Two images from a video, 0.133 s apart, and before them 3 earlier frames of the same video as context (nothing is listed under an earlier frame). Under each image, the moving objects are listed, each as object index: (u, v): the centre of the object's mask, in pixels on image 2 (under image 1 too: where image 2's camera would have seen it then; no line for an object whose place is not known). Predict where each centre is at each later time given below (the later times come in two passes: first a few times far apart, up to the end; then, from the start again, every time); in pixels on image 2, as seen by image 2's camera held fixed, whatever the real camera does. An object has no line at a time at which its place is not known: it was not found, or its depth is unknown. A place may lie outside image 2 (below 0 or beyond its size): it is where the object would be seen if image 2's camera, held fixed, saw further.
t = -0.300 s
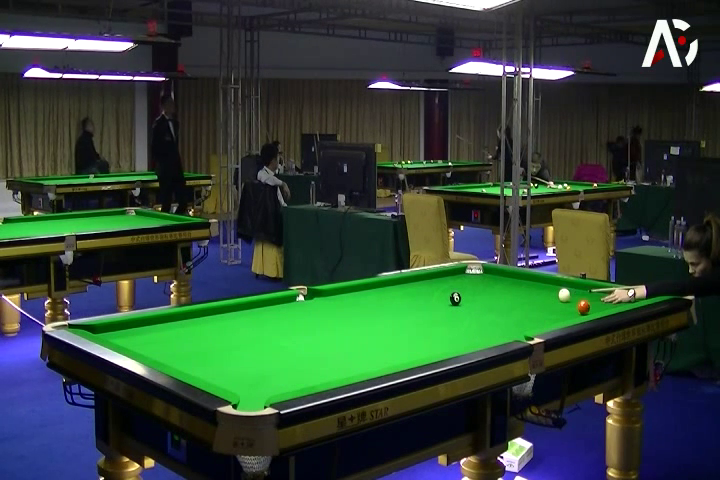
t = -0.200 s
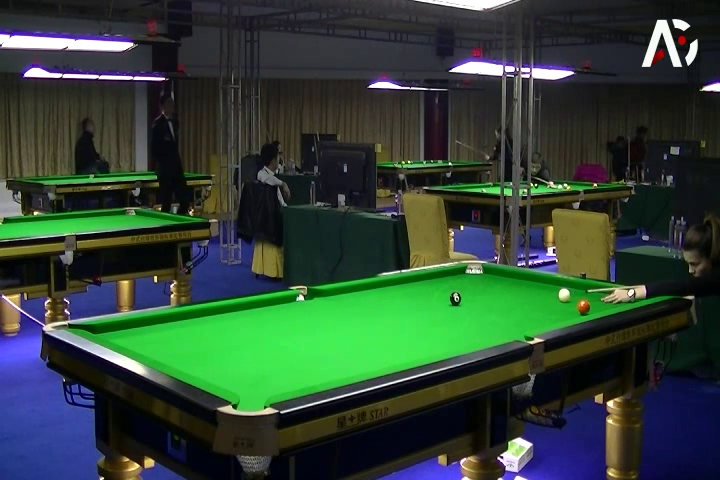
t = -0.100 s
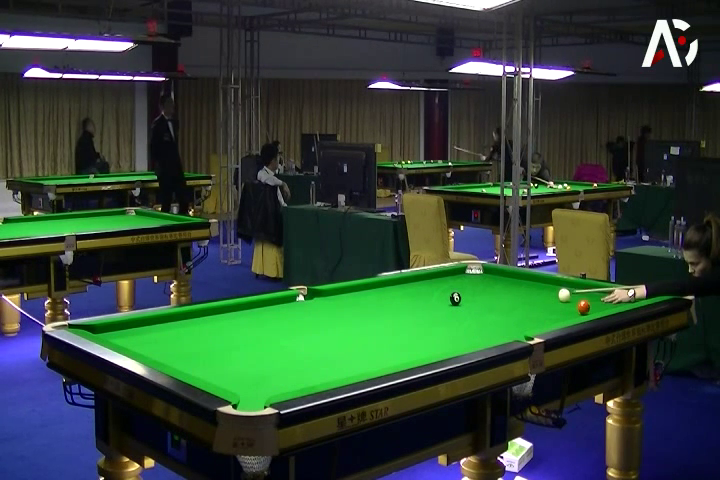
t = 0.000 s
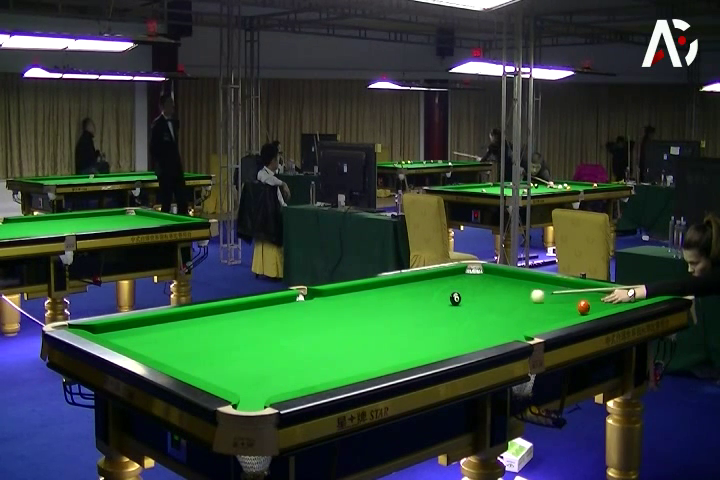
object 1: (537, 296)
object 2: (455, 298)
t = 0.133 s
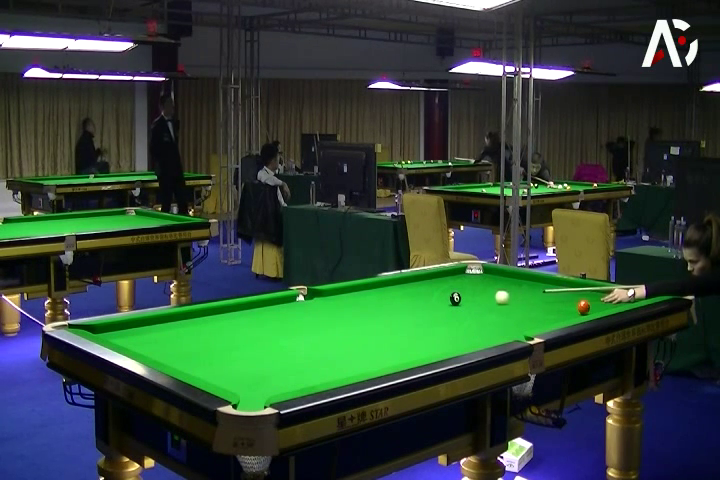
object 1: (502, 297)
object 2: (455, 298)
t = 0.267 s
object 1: (466, 299)
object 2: (454, 299)
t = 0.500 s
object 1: (453, 303)
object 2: (405, 297)
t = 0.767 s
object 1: (433, 308)
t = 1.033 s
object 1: (413, 313)
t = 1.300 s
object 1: (393, 317)
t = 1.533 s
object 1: (375, 321)
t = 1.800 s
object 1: (354, 326)
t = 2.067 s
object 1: (333, 331)
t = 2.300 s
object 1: (315, 335)
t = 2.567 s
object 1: (295, 339)
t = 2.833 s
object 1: (275, 344)
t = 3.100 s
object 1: (255, 348)
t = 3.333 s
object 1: (238, 352)
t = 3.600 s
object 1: (219, 356)
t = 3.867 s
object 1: (201, 359)
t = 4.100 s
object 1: (186, 362)
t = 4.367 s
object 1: (170, 362)
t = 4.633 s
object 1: (180, 362)
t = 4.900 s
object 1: (190, 362)
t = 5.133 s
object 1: (197, 361)
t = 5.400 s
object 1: (204, 359)
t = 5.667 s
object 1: (209, 358)
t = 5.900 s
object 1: (213, 357)
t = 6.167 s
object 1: (216, 357)
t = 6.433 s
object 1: (218, 356)
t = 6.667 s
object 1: (218, 356)
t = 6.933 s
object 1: (218, 356)
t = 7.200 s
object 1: (218, 356)
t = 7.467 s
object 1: (218, 356)
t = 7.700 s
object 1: (218, 356)
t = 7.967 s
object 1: (218, 356)
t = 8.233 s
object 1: (218, 356)
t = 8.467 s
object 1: (218, 357)
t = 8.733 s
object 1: (218, 356)
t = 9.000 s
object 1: (218, 356)
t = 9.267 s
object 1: (218, 357)
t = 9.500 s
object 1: (218, 357)
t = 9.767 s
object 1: (218, 357)
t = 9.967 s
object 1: (218, 357)
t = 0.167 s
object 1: (493, 297)
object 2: (455, 298)
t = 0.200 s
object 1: (484, 298)
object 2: (455, 298)
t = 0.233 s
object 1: (475, 298)
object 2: (455, 298)
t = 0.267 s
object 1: (466, 299)
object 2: (454, 299)
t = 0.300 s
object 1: (466, 299)
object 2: (446, 298)
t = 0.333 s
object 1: (464, 300)
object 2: (438, 298)
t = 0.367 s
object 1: (463, 301)
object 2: (431, 298)
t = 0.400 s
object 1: (460, 301)
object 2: (424, 297)
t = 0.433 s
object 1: (458, 302)
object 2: (417, 297)
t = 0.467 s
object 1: (455, 302)
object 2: (411, 297)
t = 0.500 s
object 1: (453, 303)
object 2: (405, 297)
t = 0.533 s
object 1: (451, 304)
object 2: (400, 297)
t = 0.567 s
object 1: (448, 304)
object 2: (395, 296)
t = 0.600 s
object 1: (446, 305)
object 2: (389, 296)
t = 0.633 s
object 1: (443, 305)
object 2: (384, 296)
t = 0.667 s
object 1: (441, 306)
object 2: (378, 296)
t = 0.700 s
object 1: (438, 307)
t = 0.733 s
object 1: (436, 307)
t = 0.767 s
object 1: (433, 308)
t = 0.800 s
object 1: (431, 308)
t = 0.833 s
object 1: (428, 309)
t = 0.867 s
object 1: (426, 309)
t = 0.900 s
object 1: (423, 310)
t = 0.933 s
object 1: (421, 311)
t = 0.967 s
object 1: (418, 311)
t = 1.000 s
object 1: (416, 312)
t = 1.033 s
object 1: (413, 313)
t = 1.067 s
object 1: (411, 313)
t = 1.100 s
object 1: (408, 314)
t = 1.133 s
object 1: (405, 314)
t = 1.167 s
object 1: (403, 315)
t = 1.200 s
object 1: (400, 315)
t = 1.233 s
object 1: (398, 316)
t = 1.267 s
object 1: (395, 316)
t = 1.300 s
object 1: (393, 317)
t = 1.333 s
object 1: (390, 318)
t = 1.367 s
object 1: (388, 318)
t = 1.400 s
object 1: (385, 319)
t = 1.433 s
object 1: (383, 320)
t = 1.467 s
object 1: (380, 320)
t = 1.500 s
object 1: (377, 321)
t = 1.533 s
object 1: (375, 321)
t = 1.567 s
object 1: (372, 322)
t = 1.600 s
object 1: (370, 322)
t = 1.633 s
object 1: (367, 323)
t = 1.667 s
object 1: (365, 324)
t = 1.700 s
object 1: (362, 325)
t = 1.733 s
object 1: (359, 325)
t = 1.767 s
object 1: (357, 326)
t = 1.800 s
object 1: (354, 326)
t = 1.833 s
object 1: (352, 327)
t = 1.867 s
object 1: (349, 327)
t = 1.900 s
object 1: (346, 328)
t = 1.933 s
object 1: (344, 329)
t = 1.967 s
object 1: (341, 329)
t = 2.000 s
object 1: (338, 330)
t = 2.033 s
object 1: (336, 330)
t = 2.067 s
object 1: (333, 331)
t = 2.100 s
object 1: (331, 332)
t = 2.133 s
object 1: (328, 332)
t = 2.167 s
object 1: (326, 333)
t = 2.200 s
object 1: (323, 333)
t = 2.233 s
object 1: (320, 334)
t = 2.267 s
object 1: (318, 334)
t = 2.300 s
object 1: (315, 335)
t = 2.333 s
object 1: (313, 336)
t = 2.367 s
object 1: (310, 336)
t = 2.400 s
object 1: (307, 337)
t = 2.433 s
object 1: (305, 337)
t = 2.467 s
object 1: (302, 338)
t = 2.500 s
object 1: (299, 338)
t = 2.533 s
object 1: (297, 339)
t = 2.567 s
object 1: (295, 339)
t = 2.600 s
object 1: (292, 340)
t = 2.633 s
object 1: (290, 340)
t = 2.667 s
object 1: (287, 341)
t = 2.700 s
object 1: (285, 342)
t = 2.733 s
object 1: (282, 342)
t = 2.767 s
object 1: (279, 343)
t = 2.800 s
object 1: (277, 343)
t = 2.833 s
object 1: (275, 344)
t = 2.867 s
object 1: (272, 344)
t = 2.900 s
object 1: (269, 345)
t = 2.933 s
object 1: (267, 345)
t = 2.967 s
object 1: (265, 346)
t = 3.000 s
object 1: (262, 347)
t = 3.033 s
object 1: (260, 347)
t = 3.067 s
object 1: (257, 348)
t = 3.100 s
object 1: (255, 348)
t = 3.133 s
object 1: (252, 349)
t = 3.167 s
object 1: (250, 349)
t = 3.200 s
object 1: (247, 350)
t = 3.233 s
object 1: (245, 350)
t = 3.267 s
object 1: (242, 351)
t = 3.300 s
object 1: (240, 351)
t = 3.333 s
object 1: (238, 352)
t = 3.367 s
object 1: (235, 352)
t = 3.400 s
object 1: (233, 353)
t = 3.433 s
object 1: (230, 353)
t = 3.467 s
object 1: (228, 354)
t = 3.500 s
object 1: (226, 354)
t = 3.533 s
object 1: (223, 355)
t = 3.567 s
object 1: (221, 355)
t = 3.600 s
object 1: (219, 356)
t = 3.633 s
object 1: (216, 356)
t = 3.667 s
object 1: (214, 356)
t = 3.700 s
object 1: (212, 357)
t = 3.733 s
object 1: (210, 357)
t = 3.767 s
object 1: (207, 358)
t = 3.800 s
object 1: (205, 358)
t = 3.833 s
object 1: (203, 359)
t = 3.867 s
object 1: (201, 359)
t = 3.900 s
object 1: (199, 360)
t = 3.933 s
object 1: (196, 360)
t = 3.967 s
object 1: (194, 361)
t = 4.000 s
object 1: (192, 361)
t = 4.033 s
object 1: (190, 362)
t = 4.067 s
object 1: (188, 362)
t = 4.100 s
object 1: (186, 362)
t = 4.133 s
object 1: (184, 362)
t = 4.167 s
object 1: (182, 362)
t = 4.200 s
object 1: (179, 362)
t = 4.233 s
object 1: (178, 362)
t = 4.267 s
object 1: (176, 362)
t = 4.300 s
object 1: (174, 362)
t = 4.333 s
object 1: (172, 362)
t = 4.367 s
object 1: (170, 362)
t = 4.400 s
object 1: (171, 362)
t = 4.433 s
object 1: (172, 362)
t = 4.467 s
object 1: (174, 362)
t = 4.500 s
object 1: (175, 362)
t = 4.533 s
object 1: (176, 361)
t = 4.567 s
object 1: (178, 361)
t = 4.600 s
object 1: (179, 362)
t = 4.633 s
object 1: (180, 362)
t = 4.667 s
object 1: (181, 362)
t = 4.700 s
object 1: (183, 362)
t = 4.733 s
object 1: (184, 362)
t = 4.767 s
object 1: (185, 362)
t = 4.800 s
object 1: (186, 362)
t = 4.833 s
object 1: (187, 362)
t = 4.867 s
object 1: (189, 362)
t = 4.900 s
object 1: (190, 362)
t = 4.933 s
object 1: (191, 362)
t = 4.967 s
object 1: (192, 362)
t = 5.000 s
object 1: (193, 361)
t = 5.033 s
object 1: (194, 361)
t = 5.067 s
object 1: (195, 361)
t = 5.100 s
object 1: (196, 361)
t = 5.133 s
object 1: (197, 361)
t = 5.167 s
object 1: (198, 361)
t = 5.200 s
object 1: (199, 360)
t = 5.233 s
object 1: (200, 360)
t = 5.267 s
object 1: (201, 360)
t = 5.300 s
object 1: (201, 360)
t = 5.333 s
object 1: (202, 359)
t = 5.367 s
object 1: (203, 359)
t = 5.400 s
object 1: (204, 359)
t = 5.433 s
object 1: (204, 359)
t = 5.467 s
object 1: (205, 359)
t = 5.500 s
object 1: (206, 359)
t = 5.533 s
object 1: (207, 358)
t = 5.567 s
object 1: (207, 359)
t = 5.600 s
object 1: (208, 358)
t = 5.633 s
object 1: (209, 358)
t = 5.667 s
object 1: (209, 358)
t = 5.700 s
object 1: (210, 358)
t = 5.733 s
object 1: (210, 358)
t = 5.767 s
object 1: (211, 358)
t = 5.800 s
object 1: (212, 358)
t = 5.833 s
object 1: (212, 357)
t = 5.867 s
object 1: (212, 357)
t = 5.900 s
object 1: (213, 357)
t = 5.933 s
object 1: (213, 357)
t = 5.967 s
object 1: (214, 357)
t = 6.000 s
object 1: (214, 357)
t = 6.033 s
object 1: (214, 357)
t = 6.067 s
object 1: (215, 357)
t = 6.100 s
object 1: (215, 357)
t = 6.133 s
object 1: (216, 357)
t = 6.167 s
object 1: (216, 357)
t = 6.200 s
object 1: (216, 357)
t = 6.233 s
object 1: (216, 357)
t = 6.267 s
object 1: (217, 357)
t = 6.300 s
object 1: (217, 357)
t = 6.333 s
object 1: (217, 357)
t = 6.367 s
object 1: (217, 357)
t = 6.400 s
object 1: (217, 357)
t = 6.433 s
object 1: (218, 356)
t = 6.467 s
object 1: (218, 356)
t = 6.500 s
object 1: (218, 356)
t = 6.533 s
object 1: (218, 356)
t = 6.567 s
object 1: (218, 356)
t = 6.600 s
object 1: (218, 356)
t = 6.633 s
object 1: (218, 356)
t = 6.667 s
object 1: (218, 356)
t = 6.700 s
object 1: (218, 356)
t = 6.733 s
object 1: (218, 356)
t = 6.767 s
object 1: (218, 356)
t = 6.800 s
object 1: (218, 356)
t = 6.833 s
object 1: (218, 356)
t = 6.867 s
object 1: (218, 356)
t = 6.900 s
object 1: (218, 356)
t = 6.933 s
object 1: (218, 356)
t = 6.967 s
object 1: (218, 356)
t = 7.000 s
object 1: (218, 356)
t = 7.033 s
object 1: (218, 356)
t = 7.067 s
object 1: (218, 356)
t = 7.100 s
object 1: (218, 356)
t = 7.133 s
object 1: (218, 356)
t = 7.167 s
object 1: (218, 356)
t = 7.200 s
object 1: (218, 356)
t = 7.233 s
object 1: (218, 356)
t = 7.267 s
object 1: (218, 356)
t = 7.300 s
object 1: (218, 357)
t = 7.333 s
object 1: (218, 356)
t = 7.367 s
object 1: (218, 356)
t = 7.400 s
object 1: (218, 356)
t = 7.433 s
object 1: (218, 356)
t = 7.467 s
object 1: (218, 356)
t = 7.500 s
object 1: (218, 356)
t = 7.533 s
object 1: (218, 356)
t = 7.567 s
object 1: (218, 356)
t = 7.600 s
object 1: (218, 356)
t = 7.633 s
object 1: (218, 356)
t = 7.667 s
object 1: (218, 356)
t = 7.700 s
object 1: (218, 356)
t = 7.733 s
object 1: (218, 356)
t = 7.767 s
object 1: (218, 356)
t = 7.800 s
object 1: (218, 356)
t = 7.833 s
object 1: (218, 356)
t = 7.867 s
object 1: (218, 356)
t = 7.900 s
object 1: (218, 356)
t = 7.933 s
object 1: (218, 356)
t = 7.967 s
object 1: (218, 356)
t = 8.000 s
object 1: (218, 356)
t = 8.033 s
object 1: (218, 356)
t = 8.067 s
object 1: (218, 356)
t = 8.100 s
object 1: (218, 356)
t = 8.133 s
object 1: (218, 356)
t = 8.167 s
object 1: (218, 356)
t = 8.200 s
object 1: (218, 356)
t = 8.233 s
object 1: (218, 356)
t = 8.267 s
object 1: (218, 356)
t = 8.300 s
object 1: (218, 357)
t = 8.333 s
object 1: (218, 356)
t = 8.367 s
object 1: (218, 356)
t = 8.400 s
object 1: (218, 356)
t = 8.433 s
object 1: (218, 356)
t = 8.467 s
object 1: (218, 357)
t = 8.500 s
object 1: (218, 357)
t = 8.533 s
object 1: (218, 356)
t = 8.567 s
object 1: (218, 356)
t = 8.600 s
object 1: (218, 356)
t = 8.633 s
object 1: (218, 356)
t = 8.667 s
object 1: (218, 356)
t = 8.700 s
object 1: (218, 356)
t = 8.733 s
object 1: (218, 356)
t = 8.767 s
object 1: (218, 356)
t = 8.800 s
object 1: (218, 357)
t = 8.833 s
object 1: (218, 356)
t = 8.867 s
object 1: (218, 356)
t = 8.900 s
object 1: (218, 356)
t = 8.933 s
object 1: (218, 356)
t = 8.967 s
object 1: (218, 356)
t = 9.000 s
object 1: (218, 356)
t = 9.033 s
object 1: (218, 357)
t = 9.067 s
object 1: (218, 356)
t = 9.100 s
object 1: (218, 356)
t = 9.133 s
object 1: (218, 356)
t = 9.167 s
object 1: (218, 357)
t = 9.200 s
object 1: (218, 357)
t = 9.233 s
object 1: (218, 357)
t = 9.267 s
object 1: (218, 357)
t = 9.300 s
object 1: (218, 357)
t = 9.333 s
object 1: (218, 357)
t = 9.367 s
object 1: (218, 357)
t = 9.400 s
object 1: (218, 357)
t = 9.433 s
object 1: (218, 357)
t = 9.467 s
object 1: (218, 357)
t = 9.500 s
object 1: (218, 357)
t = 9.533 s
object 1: (218, 357)
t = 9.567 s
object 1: (218, 357)
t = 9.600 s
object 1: (218, 357)
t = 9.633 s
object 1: (218, 357)
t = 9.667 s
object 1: (218, 357)
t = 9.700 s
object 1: (218, 357)
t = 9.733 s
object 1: (218, 357)
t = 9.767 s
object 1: (218, 357)
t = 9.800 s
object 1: (218, 357)
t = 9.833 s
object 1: (218, 357)
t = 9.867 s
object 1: (218, 357)
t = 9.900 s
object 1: (218, 356)
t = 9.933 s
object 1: (218, 357)
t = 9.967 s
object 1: (218, 357)
